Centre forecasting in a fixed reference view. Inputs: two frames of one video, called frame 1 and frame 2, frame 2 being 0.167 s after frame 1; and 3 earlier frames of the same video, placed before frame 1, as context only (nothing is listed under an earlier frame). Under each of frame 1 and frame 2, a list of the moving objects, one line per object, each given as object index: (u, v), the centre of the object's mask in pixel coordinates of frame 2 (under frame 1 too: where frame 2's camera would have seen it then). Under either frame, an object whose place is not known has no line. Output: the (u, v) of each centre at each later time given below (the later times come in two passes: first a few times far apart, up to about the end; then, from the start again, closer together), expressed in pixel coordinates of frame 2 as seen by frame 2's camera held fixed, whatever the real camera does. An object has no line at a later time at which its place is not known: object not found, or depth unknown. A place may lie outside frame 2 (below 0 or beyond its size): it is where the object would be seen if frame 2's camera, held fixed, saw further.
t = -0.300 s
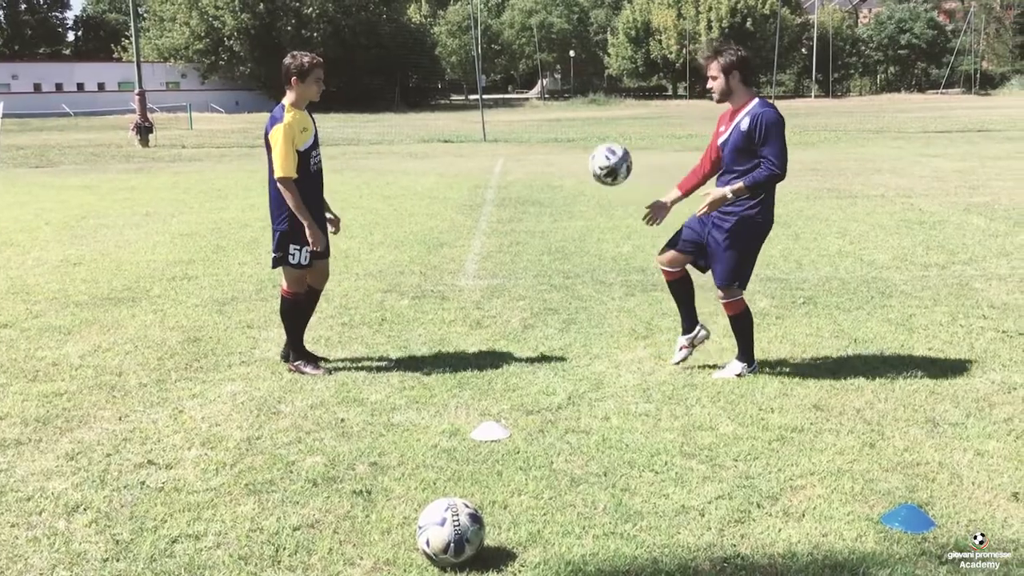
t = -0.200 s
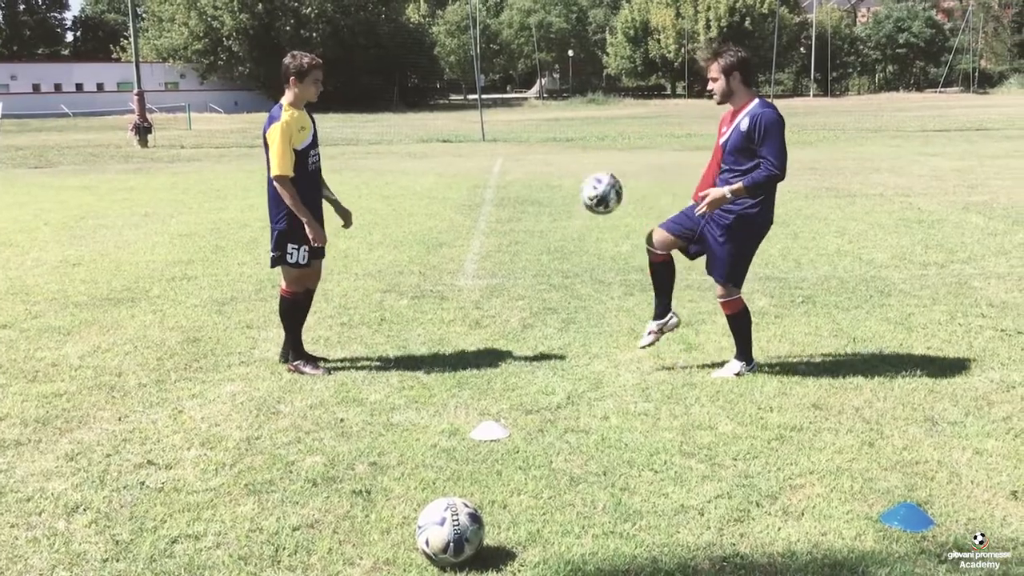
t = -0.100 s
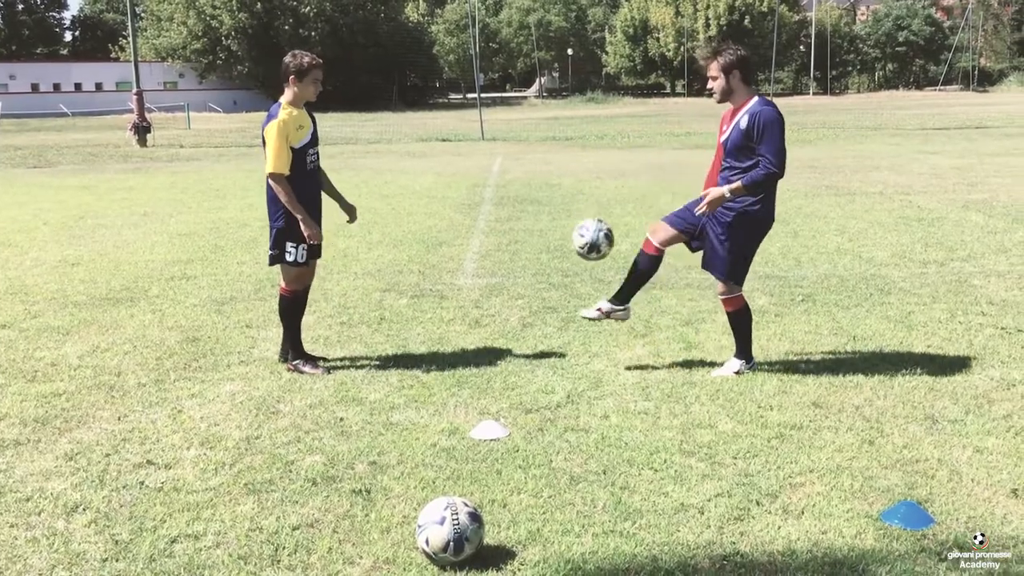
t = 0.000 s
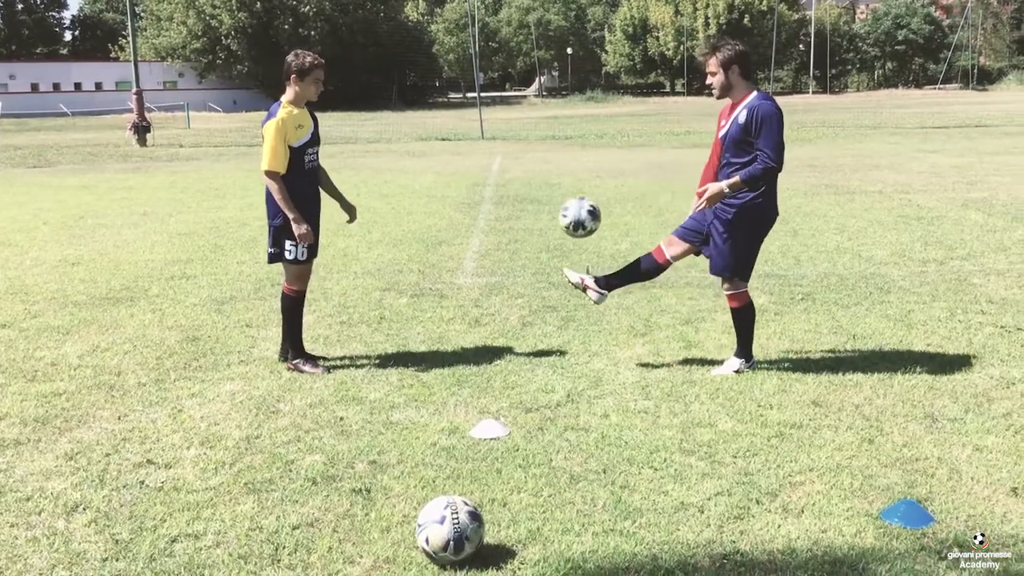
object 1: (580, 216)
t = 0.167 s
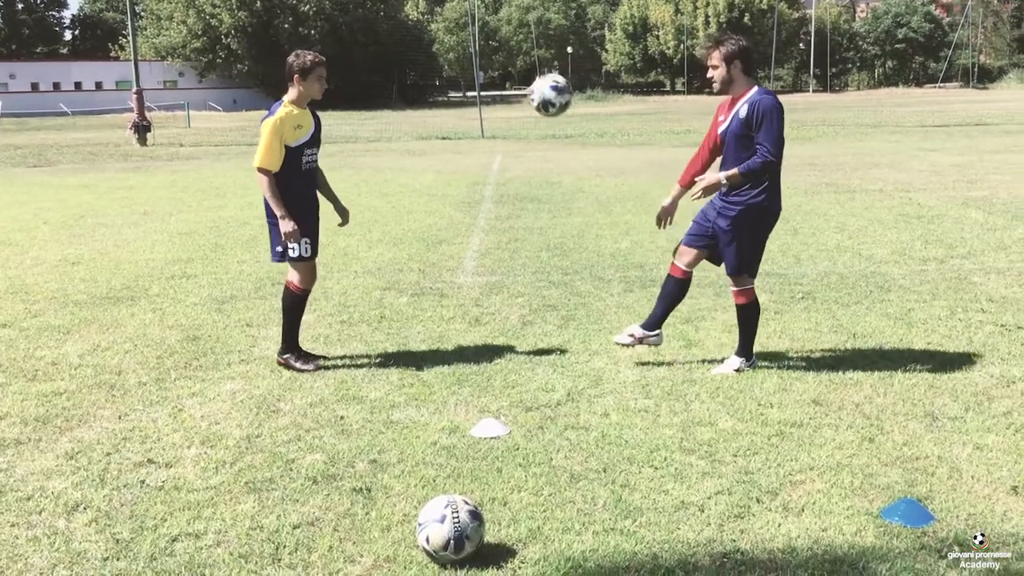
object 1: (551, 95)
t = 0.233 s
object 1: (540, 60)
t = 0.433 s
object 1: (504, 13)
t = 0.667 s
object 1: (469, 36)
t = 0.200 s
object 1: (545, 76)
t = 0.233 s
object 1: (540, 60)
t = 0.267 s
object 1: (534, 46)
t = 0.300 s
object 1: (528, 33)
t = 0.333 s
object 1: (523, 23)
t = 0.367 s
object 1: (516, 17)
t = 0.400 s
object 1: (510, 13)
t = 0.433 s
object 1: (504, 13)
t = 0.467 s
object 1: (499, 11)
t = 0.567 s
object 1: (484, 15)
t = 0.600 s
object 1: (479, 20)
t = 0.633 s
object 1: (474, 25)
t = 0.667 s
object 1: (469, 36)
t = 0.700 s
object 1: (464, 50)
